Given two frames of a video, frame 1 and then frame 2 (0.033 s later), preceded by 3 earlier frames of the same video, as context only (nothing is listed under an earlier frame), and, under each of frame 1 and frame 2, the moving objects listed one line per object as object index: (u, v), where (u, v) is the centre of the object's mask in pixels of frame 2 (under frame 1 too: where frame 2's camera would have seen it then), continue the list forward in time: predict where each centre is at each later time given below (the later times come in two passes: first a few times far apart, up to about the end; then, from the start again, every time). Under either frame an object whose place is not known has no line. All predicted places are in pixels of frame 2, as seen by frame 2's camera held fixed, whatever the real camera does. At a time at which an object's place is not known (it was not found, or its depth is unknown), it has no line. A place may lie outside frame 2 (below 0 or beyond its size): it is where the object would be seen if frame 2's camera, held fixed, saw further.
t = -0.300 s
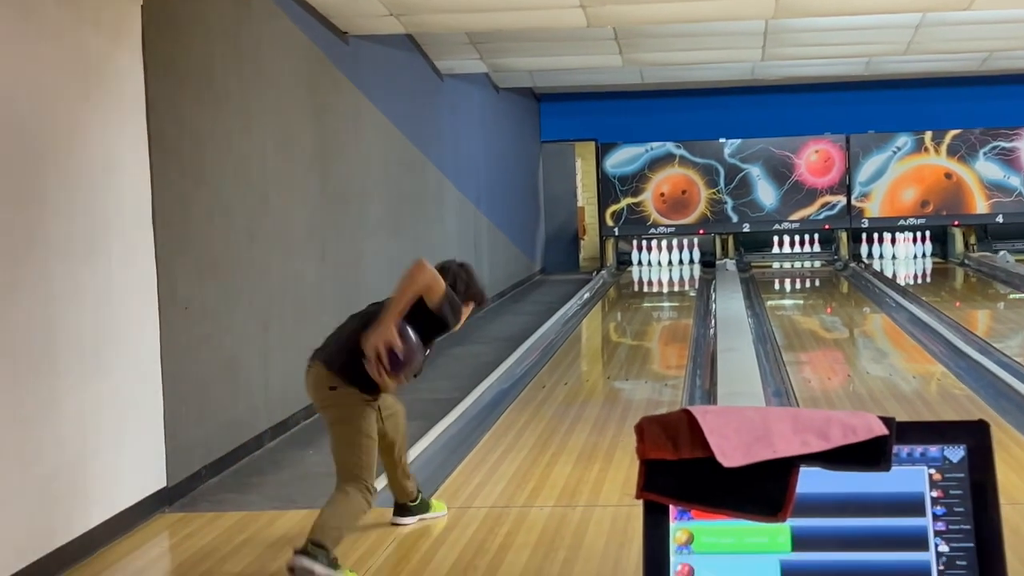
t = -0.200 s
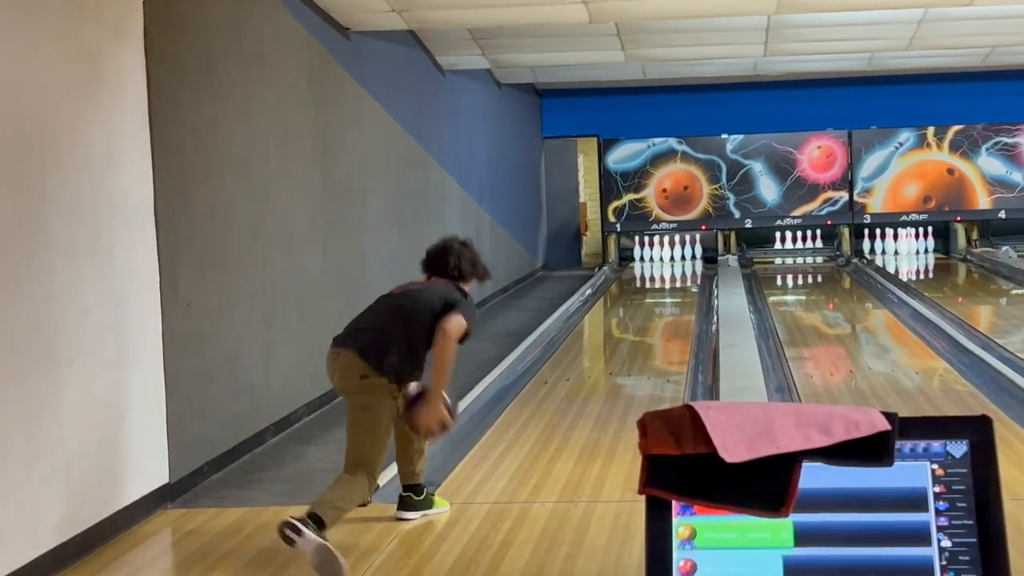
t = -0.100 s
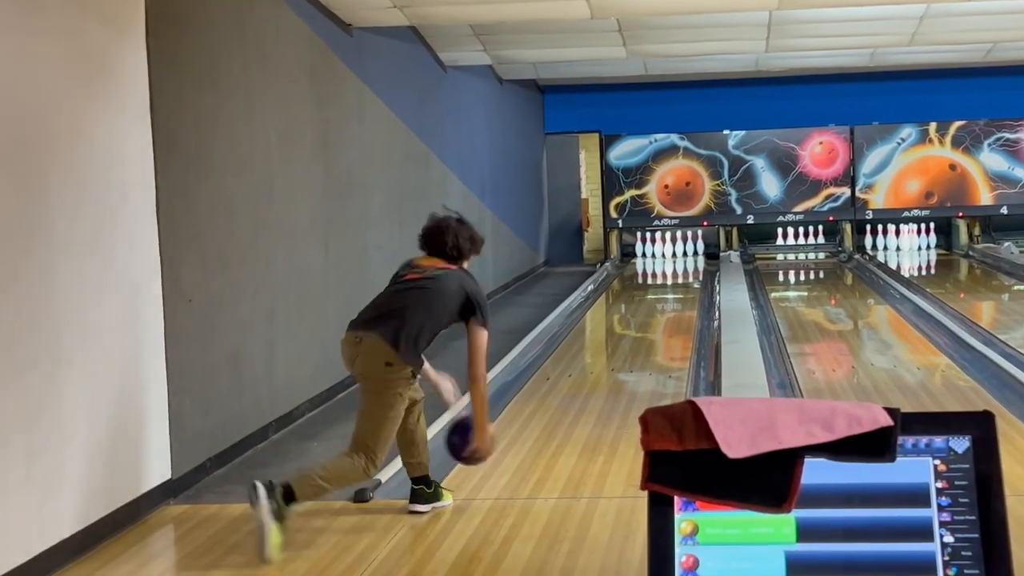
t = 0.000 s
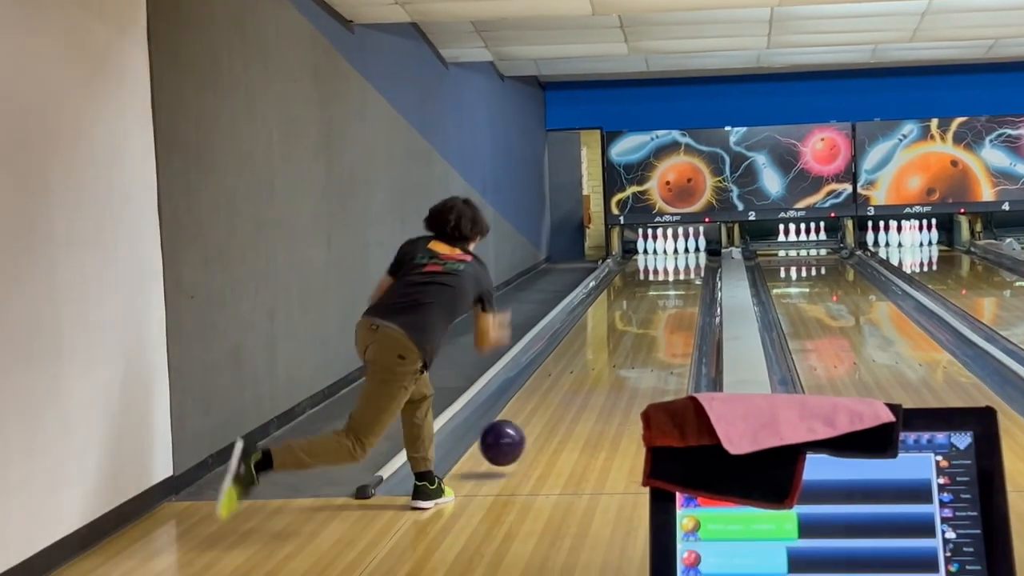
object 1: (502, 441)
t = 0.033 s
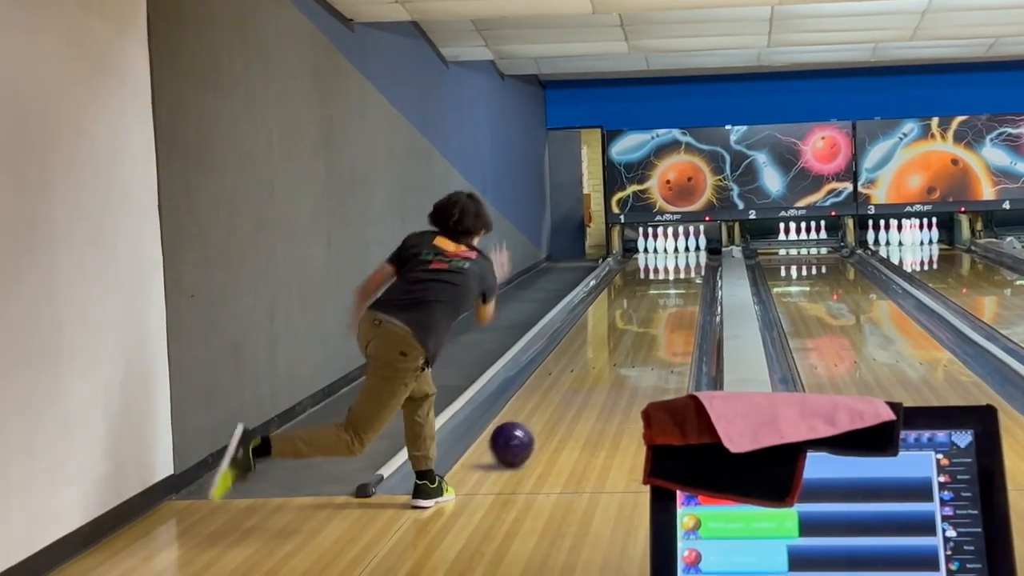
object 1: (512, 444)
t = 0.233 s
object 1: (555, 407)
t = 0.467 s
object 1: (593, 372)
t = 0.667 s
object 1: (618, 349)
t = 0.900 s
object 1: (641, 329)
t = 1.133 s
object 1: (659, 310)
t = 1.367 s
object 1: (674, 295)
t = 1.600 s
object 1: (684, 282)
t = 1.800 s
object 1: (692, 272)
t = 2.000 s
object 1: (696, 264)
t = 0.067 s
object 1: (519, 436)
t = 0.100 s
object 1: (527, 429)
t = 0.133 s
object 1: (535, 424)
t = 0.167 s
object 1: (542, 418)
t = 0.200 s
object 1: (549, 412)
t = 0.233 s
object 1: (555, 407)
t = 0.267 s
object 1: (561, 401)
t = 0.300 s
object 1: (567, 396)
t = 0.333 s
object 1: (573, 391)
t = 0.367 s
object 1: (578, 386)
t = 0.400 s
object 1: (584, 381)
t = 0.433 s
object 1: (588, 376)
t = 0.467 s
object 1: (593, 372)
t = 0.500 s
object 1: (598, 368)
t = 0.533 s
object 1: (602, 363)
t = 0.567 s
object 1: (606, 360)
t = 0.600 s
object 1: (611, 356)
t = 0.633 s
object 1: (614, 352)
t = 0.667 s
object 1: (618, 349)
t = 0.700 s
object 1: (622, 346)
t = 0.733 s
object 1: (625, 343)
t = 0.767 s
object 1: (629, 341)
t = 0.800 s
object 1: (632, 338)
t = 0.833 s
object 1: (635, 335)
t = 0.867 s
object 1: (639, 332)
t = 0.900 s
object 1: (641, 329)
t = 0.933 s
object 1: (644, 327)
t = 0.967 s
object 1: (647, 324)
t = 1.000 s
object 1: (649, 321)
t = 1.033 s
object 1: (652, 318)
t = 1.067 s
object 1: (654, 315)
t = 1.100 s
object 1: (657, 312)
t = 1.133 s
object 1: (659, 310)
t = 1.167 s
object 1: (661, 308)
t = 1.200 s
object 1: (664, 305)
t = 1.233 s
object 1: (666, 303)
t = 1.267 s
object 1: (668, 301)
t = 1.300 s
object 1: (670, 299)
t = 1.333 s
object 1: (672, 297)
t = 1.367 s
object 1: (674, 295)
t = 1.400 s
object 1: (676, 292)
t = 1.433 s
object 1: (678, 290)
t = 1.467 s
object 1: (679, 289)
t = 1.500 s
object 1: (680, 288)
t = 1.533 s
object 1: (682, 286)
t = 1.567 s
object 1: (683, 283)
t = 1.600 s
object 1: (684, 282)
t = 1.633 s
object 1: (686, 280)
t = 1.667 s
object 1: (687, 278)
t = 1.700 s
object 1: (689, 277)
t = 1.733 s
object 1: (690, 275)
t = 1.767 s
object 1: (691, 273)
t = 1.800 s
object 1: (692, 272)
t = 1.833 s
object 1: (693, 270)
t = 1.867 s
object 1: (694, 269)
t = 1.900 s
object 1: (694, 267)
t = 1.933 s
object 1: (695, 266)
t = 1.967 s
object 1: (696, 265)
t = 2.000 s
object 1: (696, 264)
